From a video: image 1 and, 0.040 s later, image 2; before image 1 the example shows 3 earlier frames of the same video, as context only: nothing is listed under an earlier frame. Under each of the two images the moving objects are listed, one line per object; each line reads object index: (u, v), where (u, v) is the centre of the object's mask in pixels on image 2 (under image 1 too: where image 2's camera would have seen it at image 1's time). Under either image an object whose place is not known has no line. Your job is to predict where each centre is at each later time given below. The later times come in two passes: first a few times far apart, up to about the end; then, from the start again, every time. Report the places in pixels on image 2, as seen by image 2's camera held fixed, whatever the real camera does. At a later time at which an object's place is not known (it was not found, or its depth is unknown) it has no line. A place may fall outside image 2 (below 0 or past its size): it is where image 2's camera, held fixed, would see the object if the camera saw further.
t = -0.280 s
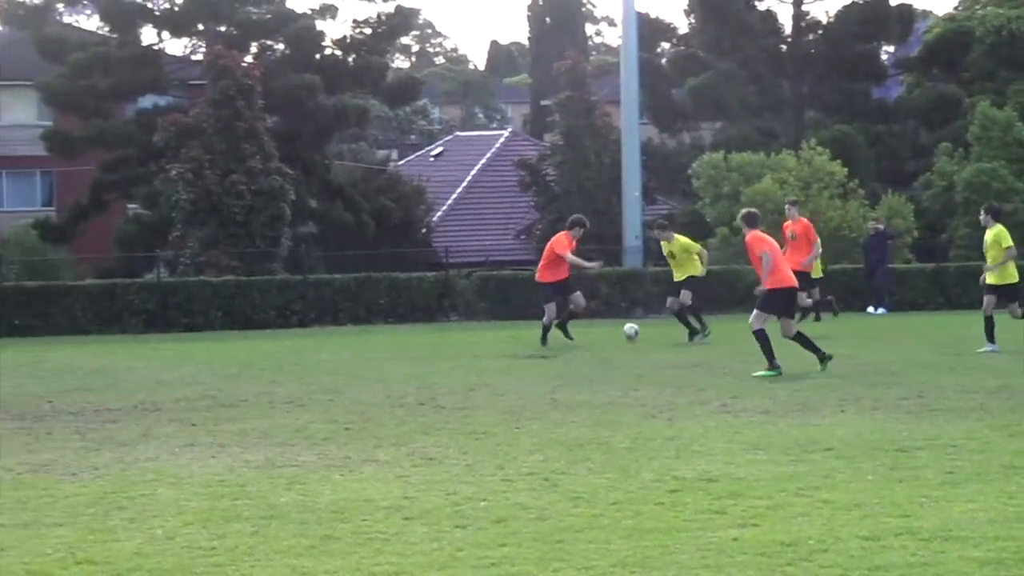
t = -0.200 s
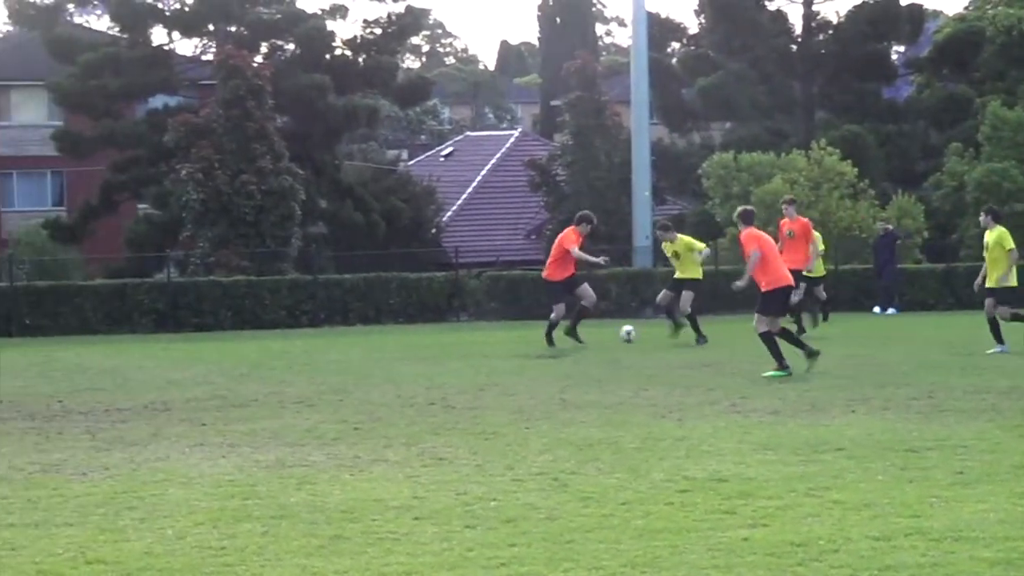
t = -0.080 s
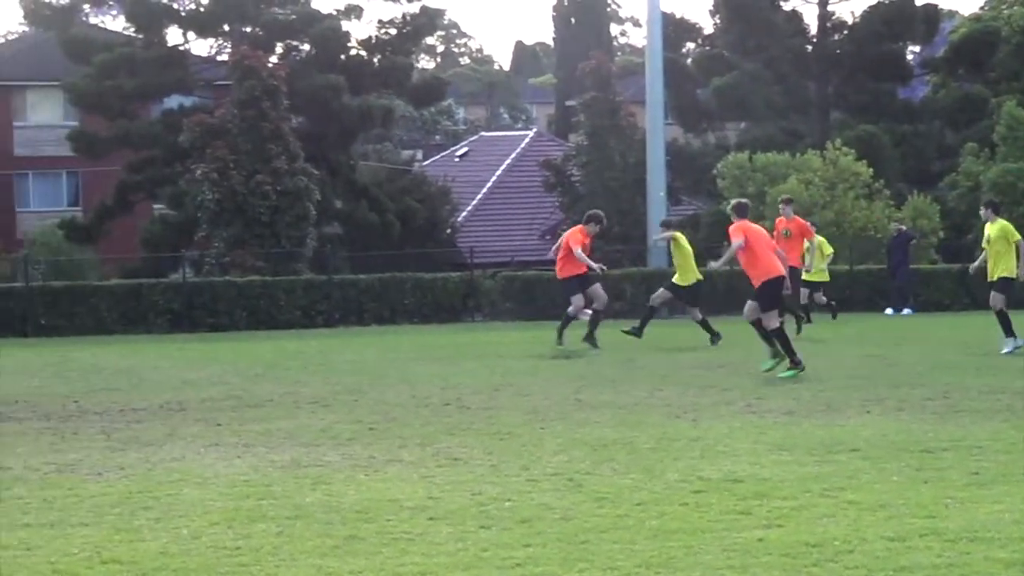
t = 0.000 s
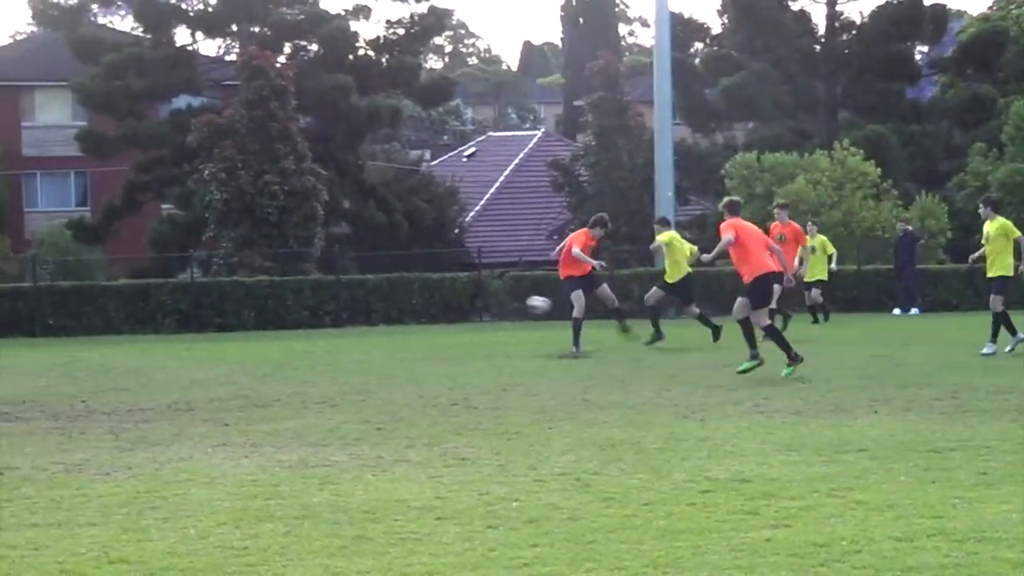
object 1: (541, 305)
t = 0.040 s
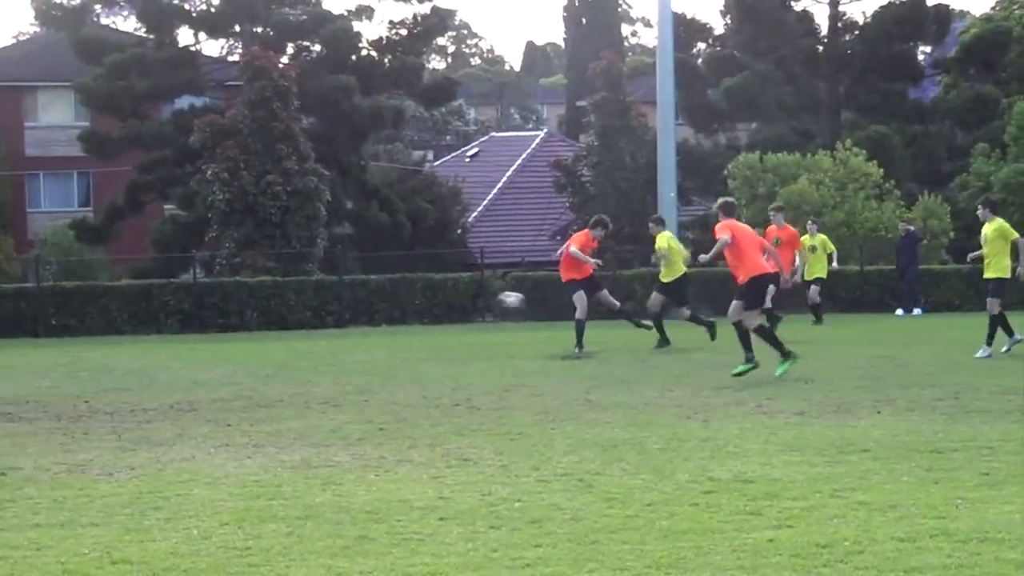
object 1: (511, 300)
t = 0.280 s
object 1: (323, 299)
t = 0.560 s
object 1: (75, 371)
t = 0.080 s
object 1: (481, 297)
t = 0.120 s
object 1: (450, 294)
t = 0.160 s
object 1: (419, 293)
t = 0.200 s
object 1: (388, 295)
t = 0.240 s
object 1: (356, 296)
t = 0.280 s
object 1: (323, 299)
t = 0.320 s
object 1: (290, 304)
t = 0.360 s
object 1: (256, 311)
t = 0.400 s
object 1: (222, 319)
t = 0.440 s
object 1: (187, 328)
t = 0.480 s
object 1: (150, 341)
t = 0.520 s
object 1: (112, 356)
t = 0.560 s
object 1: (75, 371)
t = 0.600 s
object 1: (51, 367)
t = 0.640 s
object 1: (29, 360)
